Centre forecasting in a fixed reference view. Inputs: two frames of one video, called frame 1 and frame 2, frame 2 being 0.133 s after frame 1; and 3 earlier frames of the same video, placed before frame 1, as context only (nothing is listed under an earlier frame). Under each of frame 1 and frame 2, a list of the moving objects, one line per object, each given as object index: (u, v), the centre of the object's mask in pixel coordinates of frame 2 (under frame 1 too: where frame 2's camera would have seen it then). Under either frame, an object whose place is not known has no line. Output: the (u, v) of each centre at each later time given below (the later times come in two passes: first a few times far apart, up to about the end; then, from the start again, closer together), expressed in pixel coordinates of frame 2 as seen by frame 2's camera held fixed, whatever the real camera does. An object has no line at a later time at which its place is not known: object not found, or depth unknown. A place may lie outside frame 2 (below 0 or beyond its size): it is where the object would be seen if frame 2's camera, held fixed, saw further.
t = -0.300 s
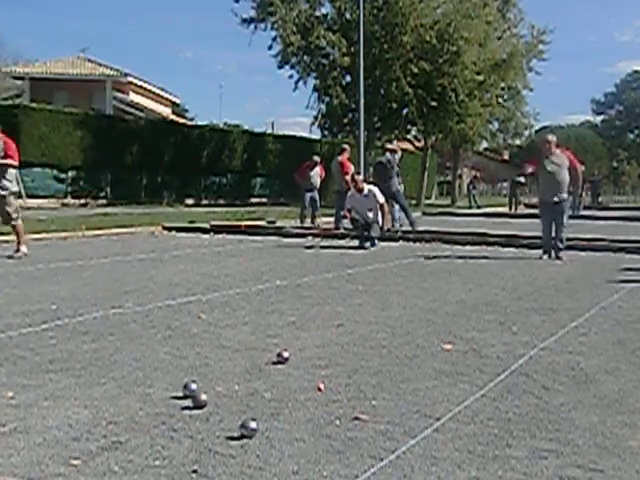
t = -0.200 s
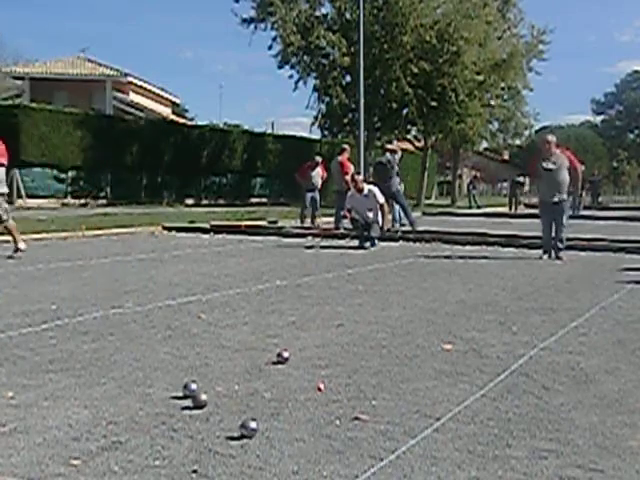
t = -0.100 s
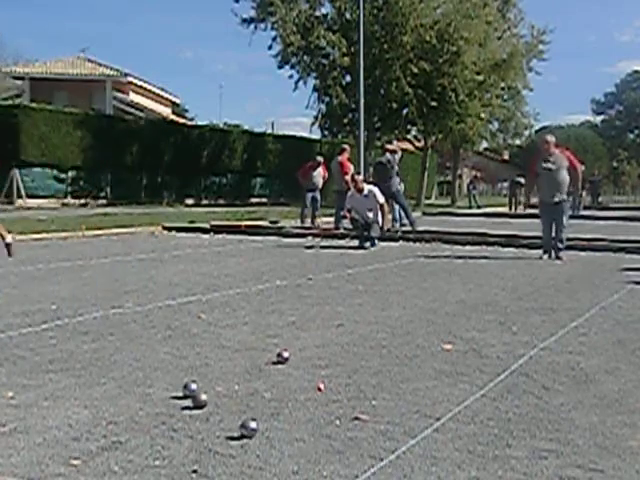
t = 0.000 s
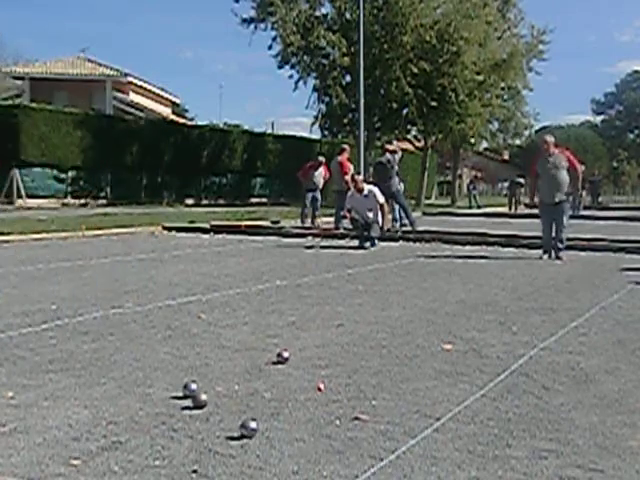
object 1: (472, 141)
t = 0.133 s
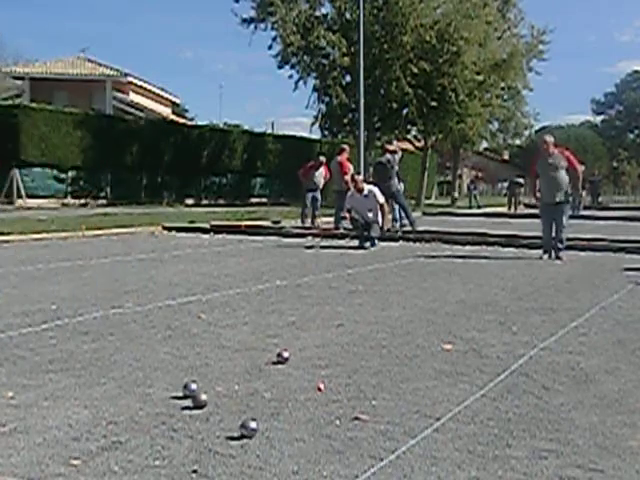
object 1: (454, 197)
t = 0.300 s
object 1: (430, 299)
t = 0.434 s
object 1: (422, 296)
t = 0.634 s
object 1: (410, 311)
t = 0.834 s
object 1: (404, 317)
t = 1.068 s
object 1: (394, 325)
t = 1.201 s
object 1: (387, 329)
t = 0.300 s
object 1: (430, 299)
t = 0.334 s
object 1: (428, 297)
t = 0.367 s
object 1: (426, 295)
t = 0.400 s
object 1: (424, 295)
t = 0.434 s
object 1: (422, 296)
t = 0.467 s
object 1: (420, 299)
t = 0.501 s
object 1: (417, 303)
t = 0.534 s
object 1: (415, 308)
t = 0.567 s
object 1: (414, 308)
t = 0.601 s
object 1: (412, 310)
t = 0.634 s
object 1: (410, 311)
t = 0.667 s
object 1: (409, 310)
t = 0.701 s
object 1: (408, 312)
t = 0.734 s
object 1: (407, 313)
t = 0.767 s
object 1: (406, 313)
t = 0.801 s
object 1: (405, 315)
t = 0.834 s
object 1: (404, 317)
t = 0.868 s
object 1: (402, 318)
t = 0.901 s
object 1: (401, 319)
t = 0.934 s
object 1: (400, 318)
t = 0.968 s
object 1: (398, 320)
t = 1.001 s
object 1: (397, 322)
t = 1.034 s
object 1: (396, 324)
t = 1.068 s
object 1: (394, 325)
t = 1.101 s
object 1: (393, 326)
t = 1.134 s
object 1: (391, 327)
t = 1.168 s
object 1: (390, 328)
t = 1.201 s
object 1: (387, 329)
